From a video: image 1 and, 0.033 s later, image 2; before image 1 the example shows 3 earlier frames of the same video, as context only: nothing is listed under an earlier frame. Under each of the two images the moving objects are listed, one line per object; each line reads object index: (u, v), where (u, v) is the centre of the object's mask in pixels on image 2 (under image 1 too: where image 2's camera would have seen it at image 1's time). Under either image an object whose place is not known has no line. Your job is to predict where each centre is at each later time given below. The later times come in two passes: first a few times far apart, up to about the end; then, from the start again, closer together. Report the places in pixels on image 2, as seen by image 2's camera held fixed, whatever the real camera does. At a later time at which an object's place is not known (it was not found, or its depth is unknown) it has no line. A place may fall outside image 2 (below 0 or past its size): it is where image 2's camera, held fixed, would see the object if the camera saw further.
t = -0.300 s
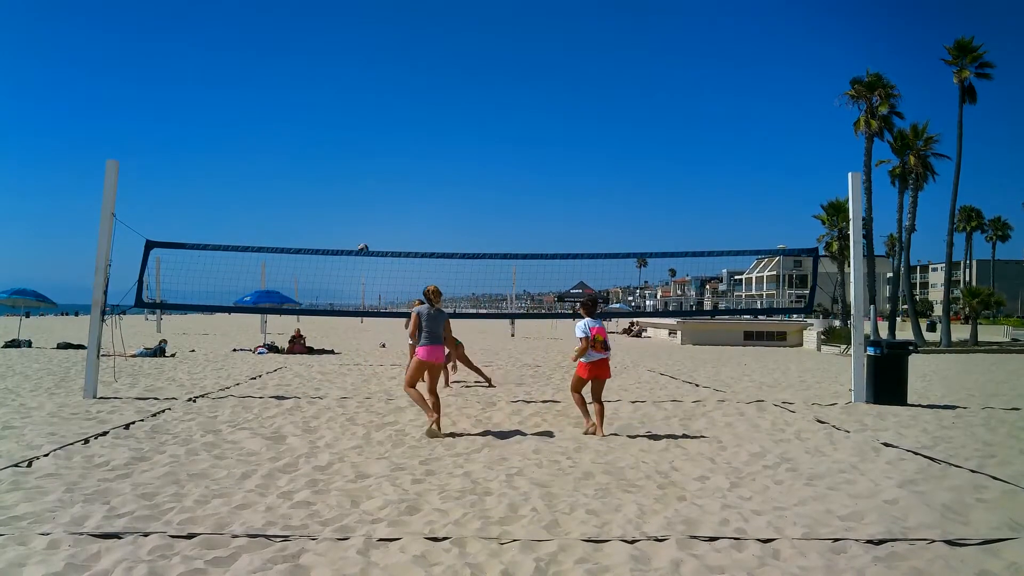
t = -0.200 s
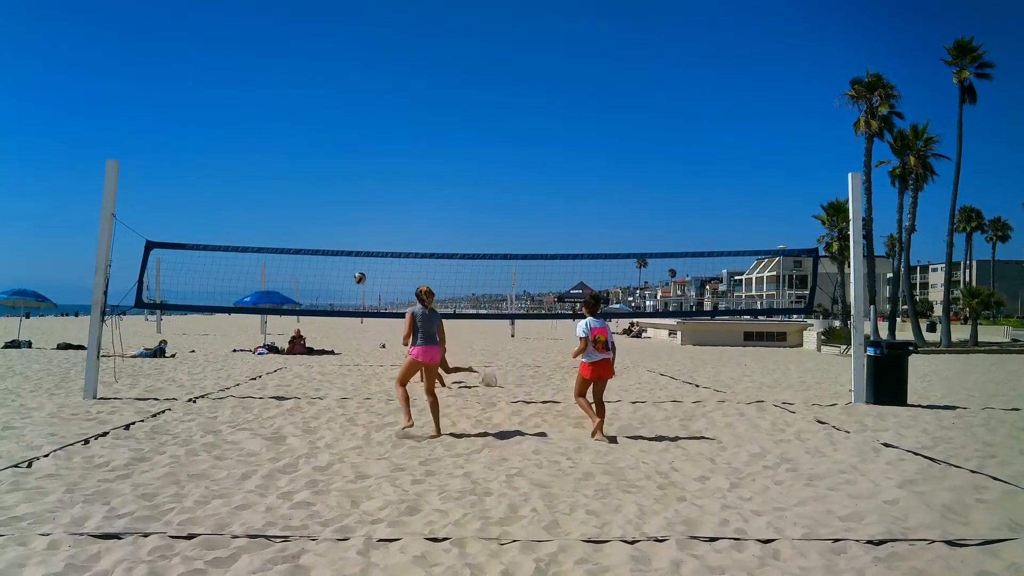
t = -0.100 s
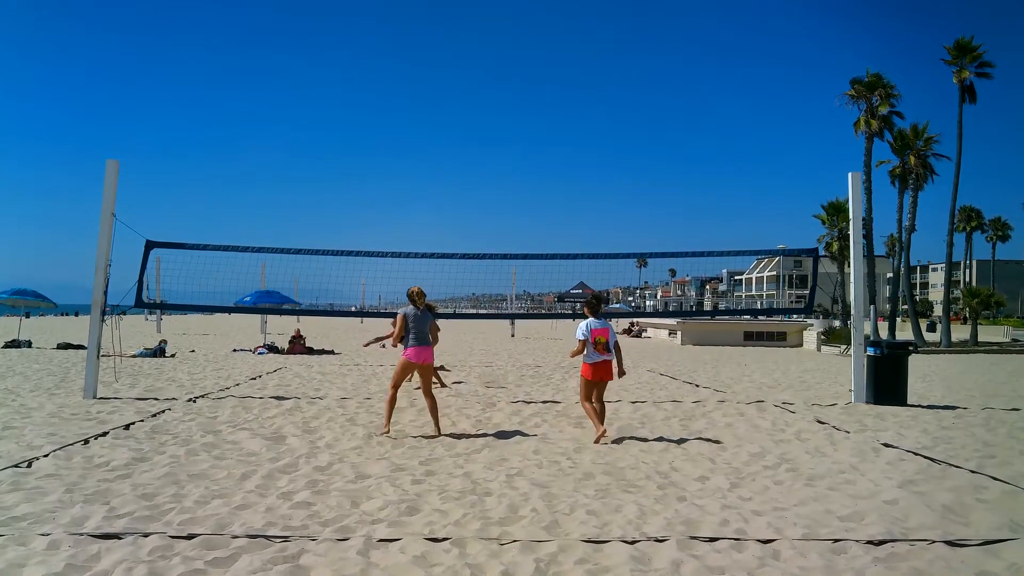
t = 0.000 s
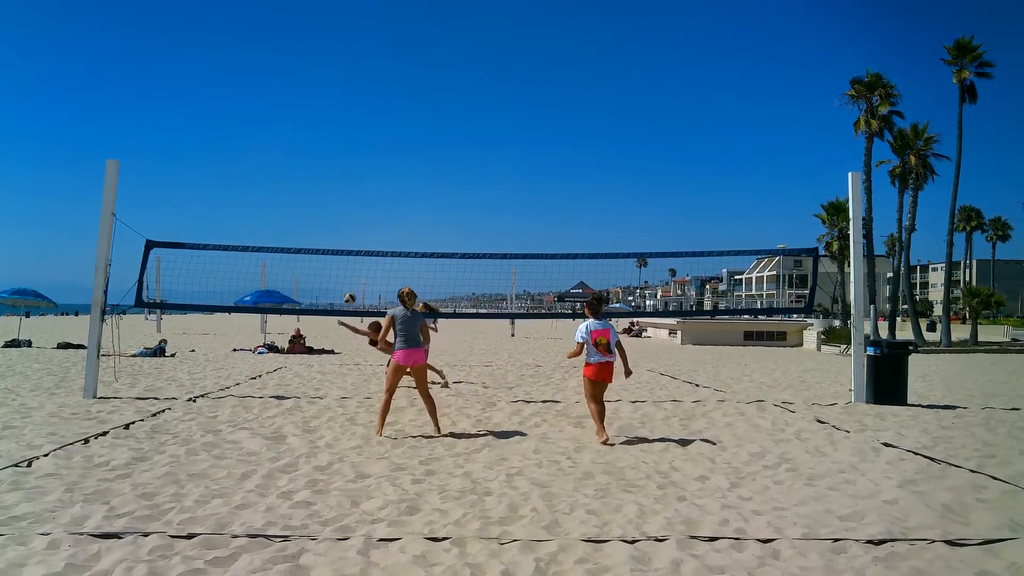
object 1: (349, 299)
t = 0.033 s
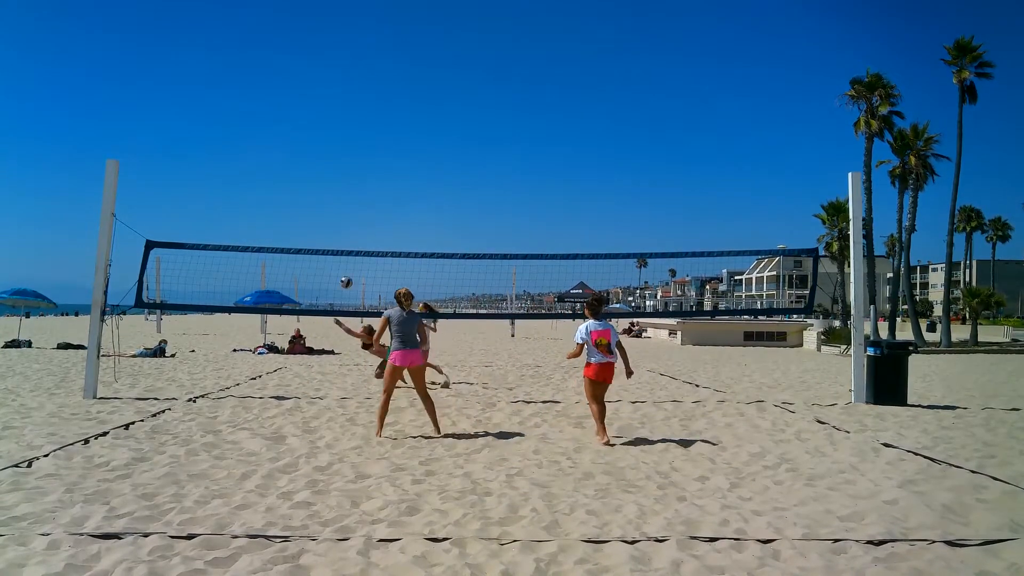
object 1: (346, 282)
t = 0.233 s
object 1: (329, 195)
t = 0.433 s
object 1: (315, 129)
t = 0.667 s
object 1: (303, 80)
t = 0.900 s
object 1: (294, 60)
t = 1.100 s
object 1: (286, 65)
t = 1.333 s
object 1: (277, 99)
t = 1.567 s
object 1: (268, 162)
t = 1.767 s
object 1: (258, 240)
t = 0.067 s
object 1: (343, 266)
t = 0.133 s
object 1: (337, 236)
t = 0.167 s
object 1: (334, 222)
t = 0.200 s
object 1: (331, 208)
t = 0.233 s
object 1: (329, 195)
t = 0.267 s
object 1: (326, 183)
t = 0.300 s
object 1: (324, 171)
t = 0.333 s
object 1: (322, 160)
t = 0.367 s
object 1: (319, 149)
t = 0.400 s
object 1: (317, 139)
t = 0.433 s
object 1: (315, 129)
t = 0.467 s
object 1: (313, 121)
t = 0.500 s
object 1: (312, 113)
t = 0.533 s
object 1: (310, 105)
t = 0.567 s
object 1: (308, 97)
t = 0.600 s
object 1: (306, 91)
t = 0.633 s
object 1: (305, 85)
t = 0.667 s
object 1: (303, 80)
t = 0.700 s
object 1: (301, 75)
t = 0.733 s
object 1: (300, 71)
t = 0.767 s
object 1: (299, 68)
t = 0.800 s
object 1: (297, 65)
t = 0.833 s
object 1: (296, 62)
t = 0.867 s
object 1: (295, 61)
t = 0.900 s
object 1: (294, 60)
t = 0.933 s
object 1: (292, 59)
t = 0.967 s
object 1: (291, 59)
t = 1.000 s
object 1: (290, 60)
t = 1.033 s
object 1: (288, 60)
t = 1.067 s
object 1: (287, 62)
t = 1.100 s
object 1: (286, 65)
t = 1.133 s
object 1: (285, 68)
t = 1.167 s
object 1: (283, 72)
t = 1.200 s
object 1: (282, 76)
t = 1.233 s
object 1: (281, 81)
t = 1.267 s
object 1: (280, 86)
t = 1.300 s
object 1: (278, 92)
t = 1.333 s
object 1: (277, 99)
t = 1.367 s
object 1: (276, 106)
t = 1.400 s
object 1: (274, 114)
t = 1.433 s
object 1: (273, 122)
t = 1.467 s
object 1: (272, 131)
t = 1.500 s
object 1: (270, 141)
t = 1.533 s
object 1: (269, 151)
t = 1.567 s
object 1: (268, 162)
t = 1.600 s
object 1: (266, 173)
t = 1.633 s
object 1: (265, 185)
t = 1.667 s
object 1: (263, 198)
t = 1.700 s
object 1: (262, 211)
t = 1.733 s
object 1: (260, 225)
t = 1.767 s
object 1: (258, 240)
